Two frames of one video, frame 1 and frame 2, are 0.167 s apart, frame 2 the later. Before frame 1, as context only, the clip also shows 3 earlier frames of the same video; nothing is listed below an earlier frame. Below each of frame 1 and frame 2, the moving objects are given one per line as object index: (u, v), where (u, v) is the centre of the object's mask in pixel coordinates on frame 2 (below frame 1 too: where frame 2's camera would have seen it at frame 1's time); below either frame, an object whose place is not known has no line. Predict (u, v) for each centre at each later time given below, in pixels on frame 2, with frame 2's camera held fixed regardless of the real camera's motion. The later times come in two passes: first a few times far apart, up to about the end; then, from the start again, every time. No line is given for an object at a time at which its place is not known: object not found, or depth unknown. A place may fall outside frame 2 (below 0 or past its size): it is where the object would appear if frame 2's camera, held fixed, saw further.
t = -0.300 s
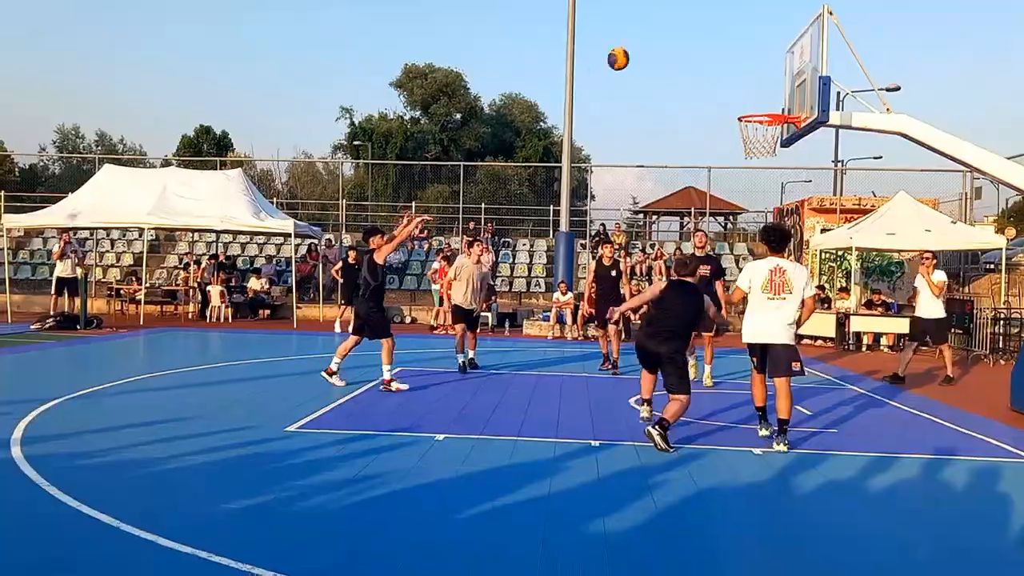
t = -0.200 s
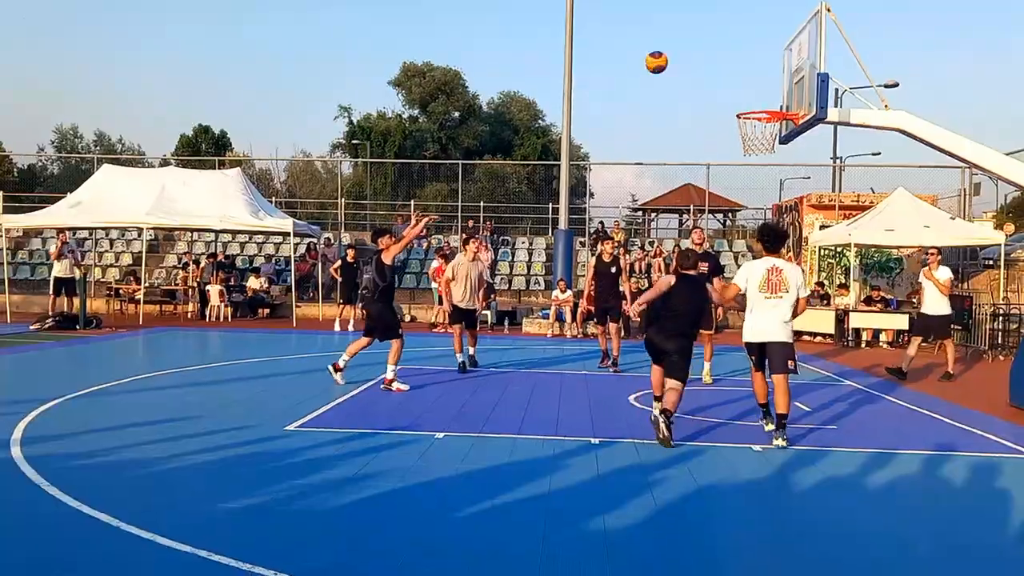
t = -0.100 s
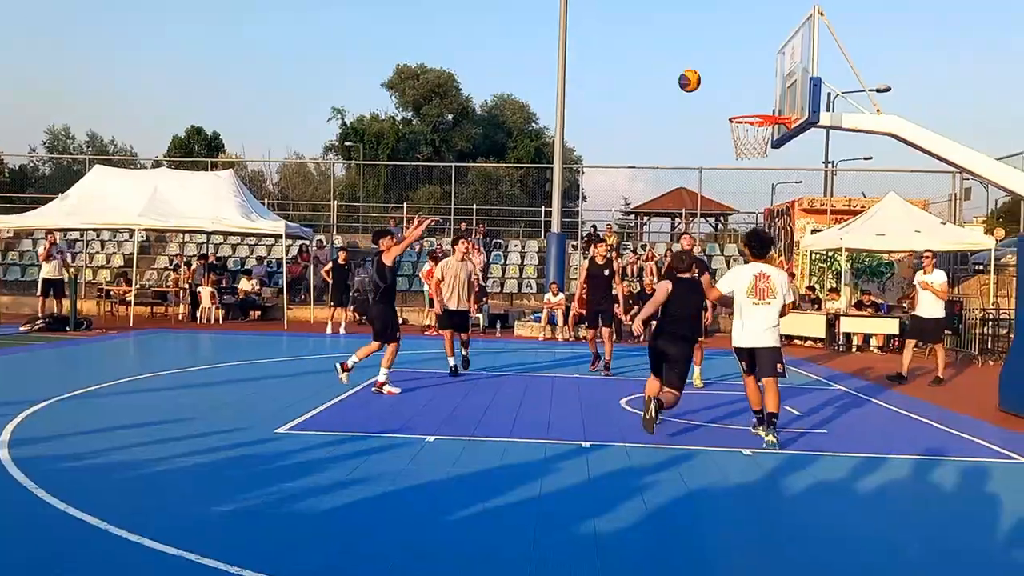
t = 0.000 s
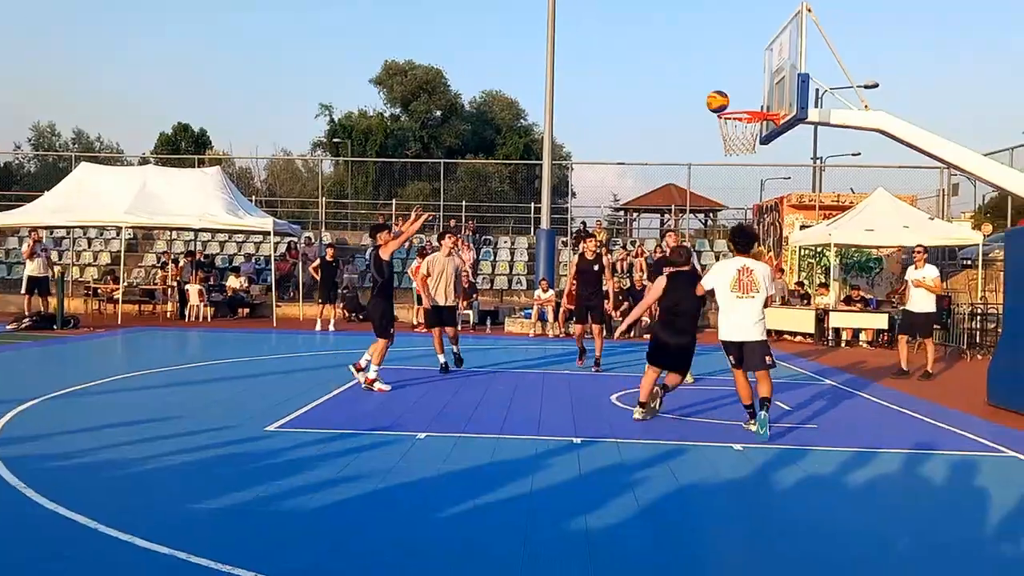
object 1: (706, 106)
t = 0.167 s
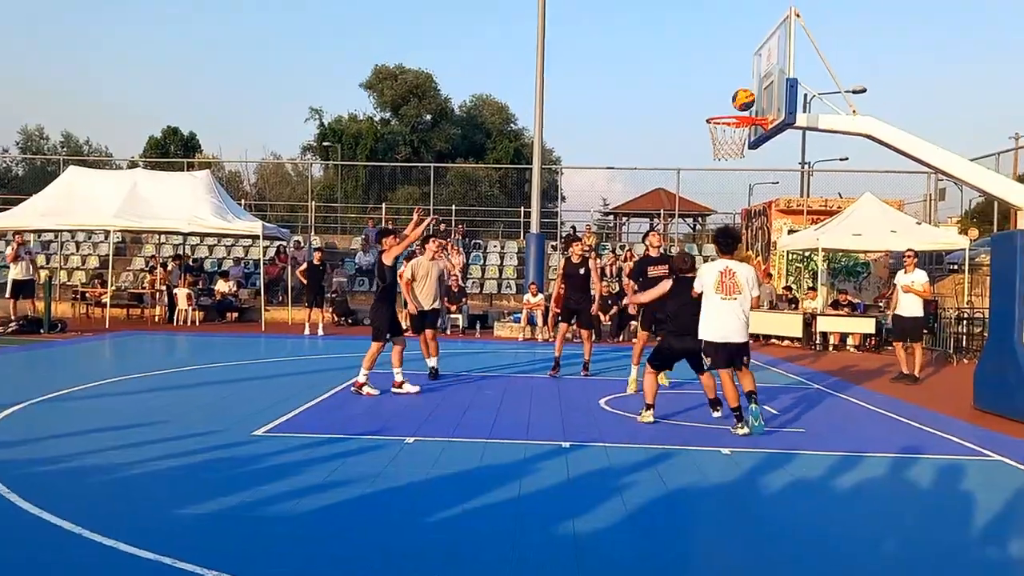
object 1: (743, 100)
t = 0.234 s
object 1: (757, 103)
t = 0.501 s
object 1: (723, 109)
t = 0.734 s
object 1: (711, 110)
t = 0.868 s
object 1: (710, 112)
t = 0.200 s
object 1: (751, 101)
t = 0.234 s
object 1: (757, 103)
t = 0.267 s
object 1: (756, 103)
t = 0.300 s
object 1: (751, 104)
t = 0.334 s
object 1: (745, 105)
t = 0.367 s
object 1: (740, 106)
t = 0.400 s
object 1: (735, 106)
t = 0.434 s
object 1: (732, 107)
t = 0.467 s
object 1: (728, 108)
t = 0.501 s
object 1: (723, 109)
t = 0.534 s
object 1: (719, 108)
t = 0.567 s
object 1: (716, 109)
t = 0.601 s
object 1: (714, 109)
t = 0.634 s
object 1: (712, 109)
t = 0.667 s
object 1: (712, 109)
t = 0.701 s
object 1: (711, 109)
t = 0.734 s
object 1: (711, 110)
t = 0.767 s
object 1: (711, 110)
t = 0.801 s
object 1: (711, 109)
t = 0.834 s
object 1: (711, 110)
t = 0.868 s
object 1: (710, 112)
